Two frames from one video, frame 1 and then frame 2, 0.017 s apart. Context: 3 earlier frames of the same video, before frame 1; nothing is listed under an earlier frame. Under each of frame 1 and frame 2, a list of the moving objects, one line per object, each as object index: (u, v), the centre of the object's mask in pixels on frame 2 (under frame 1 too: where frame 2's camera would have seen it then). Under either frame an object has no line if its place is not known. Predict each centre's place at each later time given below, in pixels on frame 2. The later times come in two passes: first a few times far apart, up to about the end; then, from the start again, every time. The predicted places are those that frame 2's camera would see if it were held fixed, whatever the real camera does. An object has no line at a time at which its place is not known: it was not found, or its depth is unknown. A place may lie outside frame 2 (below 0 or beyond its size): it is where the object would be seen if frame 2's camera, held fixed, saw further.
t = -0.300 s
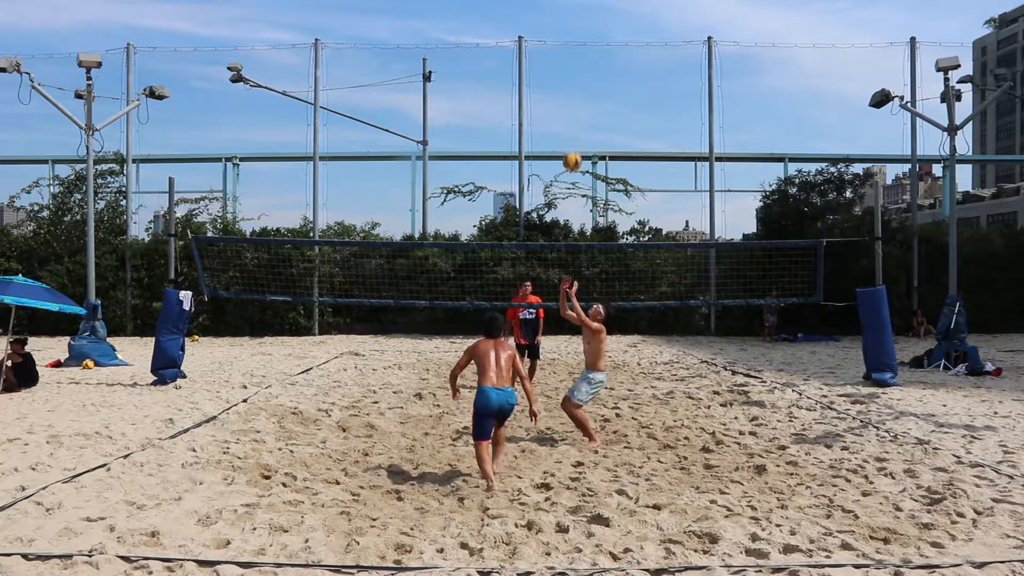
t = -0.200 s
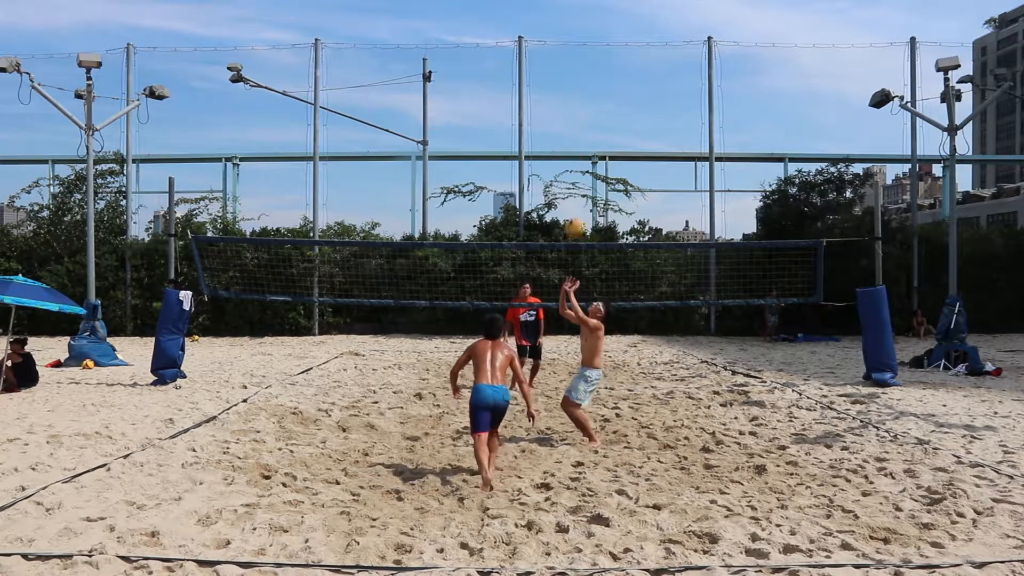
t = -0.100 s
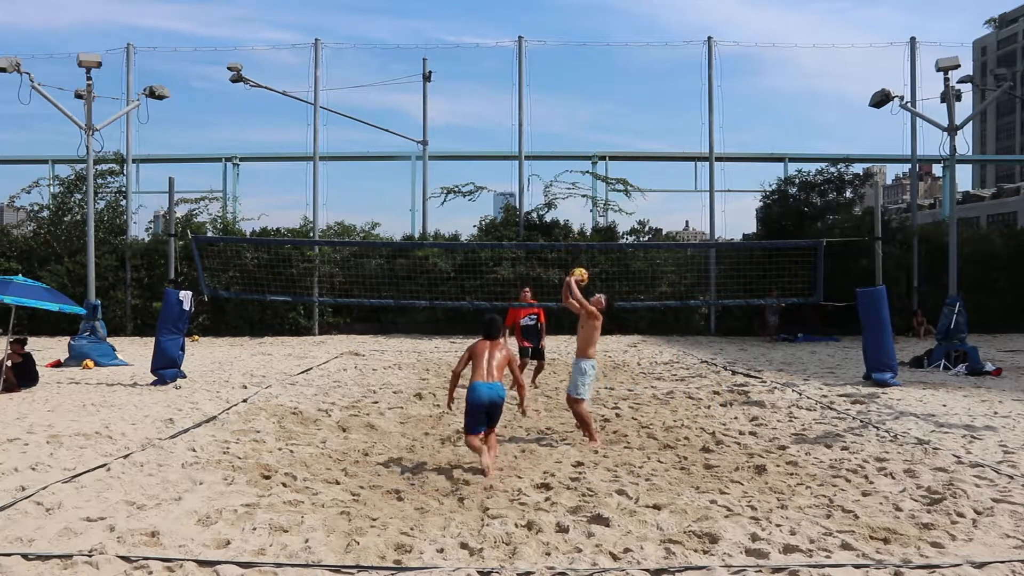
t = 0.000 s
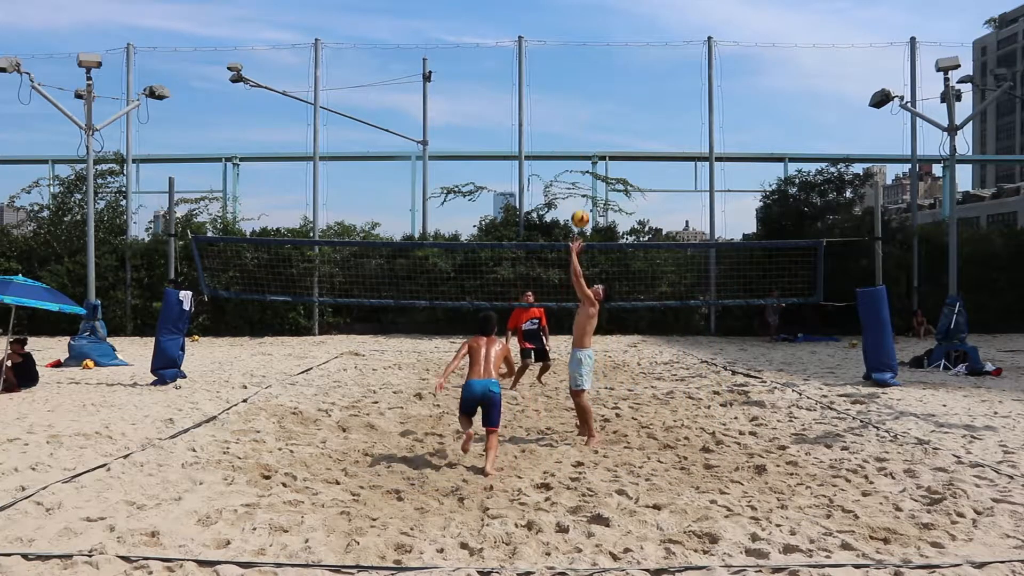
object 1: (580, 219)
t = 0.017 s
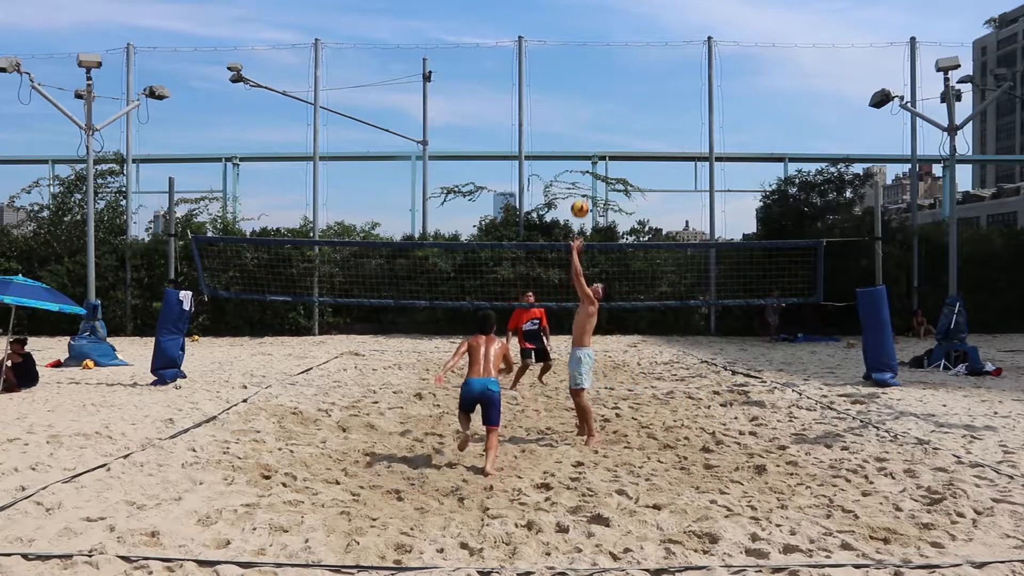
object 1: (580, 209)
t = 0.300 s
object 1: (579, 83)
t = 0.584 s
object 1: (579, 32)
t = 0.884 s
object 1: (580, 46)
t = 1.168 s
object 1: (581, 120)
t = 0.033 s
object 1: (580, 200)
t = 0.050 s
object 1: (579, 190)
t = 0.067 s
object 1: (579, 181)
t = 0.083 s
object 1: (580, 172)
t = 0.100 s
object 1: (579, 164)
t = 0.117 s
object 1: (579, 156)
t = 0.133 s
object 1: (579, 147)
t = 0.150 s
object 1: (579, 140)
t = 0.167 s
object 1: (579, 133)
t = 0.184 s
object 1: (579, 126)
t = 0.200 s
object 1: (579, 119)
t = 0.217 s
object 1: (579, 112)
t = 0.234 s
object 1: (579, 106)
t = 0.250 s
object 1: (579, 100)
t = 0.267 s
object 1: (579, 94)
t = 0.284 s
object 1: (579, 89)
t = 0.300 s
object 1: (579, 83)
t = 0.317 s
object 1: (579, 78)
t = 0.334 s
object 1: (579, 74)
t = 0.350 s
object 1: (579, 69)
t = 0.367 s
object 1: (579, 65)
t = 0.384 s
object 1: (579, 61)
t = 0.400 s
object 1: (579, 58)
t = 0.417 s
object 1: (579, 54)
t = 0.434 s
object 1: (579, 51)
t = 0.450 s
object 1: (579, 48)
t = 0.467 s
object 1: (579, 45)
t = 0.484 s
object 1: (579, 42)
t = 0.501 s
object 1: (579, 40)
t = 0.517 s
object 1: (579, 38)
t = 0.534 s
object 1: (579, 36)
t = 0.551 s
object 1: (579, 35)
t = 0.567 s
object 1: (579, 33)
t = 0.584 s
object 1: (579, 32)
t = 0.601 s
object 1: (579, 31)
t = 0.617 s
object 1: (580, 30)
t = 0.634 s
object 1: (580, 29)
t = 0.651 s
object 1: (580, 29)
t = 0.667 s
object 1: (580, 29)
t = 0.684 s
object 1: (579, 29)
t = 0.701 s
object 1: (579, 29)
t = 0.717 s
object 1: (579, 30)
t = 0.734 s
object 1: (579, 30)
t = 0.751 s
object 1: (579, 31)
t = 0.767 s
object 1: (580, 33)
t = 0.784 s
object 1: (580, 34)
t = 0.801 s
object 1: (579, 35)
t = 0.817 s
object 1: (580, 37)
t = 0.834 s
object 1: (580, 39)
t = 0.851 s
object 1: (580, 41)
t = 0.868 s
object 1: (580, 44)
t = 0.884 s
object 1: (580, 46)
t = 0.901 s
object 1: (580, 49)
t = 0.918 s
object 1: (580, 52)
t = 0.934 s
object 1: (580, 55)
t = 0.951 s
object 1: (580, 59)
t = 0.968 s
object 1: (580, 62)
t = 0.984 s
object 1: (580, 66)
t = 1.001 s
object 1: (580, 70)
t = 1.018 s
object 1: (581, 74)
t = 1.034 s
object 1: (580, 79)
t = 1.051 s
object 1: (581, 83)
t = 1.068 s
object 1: (581, 88)
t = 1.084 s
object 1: (581, 93)
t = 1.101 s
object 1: (581, 98)
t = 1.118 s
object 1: (581, 103)
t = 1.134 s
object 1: (581, 109)
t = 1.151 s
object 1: (581, 115)
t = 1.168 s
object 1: (581, 120)
